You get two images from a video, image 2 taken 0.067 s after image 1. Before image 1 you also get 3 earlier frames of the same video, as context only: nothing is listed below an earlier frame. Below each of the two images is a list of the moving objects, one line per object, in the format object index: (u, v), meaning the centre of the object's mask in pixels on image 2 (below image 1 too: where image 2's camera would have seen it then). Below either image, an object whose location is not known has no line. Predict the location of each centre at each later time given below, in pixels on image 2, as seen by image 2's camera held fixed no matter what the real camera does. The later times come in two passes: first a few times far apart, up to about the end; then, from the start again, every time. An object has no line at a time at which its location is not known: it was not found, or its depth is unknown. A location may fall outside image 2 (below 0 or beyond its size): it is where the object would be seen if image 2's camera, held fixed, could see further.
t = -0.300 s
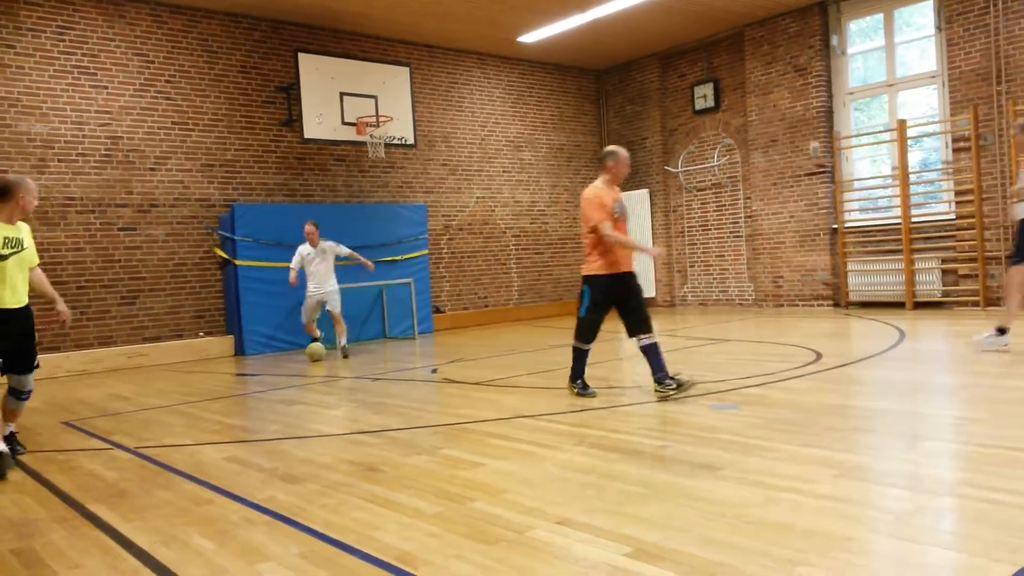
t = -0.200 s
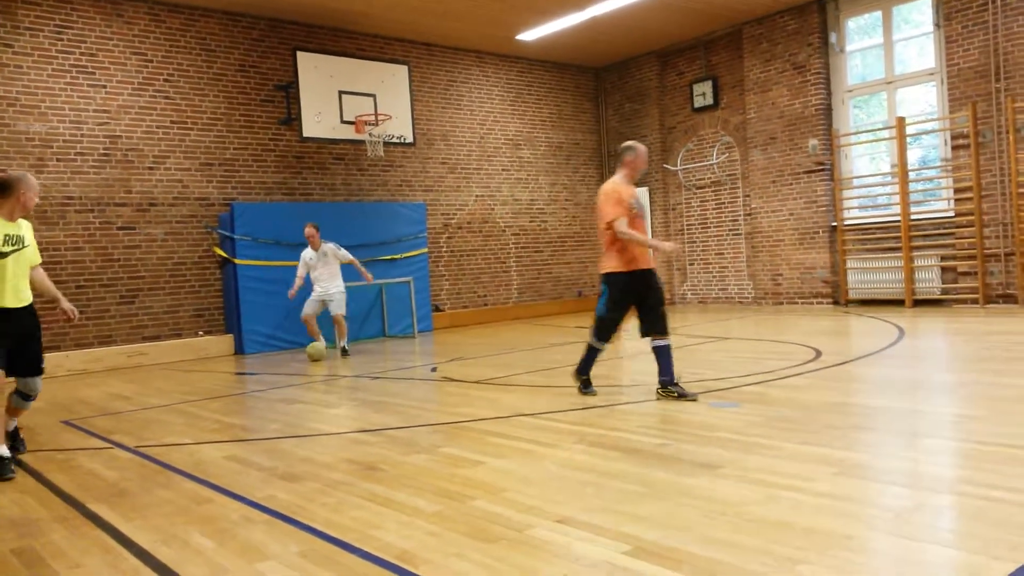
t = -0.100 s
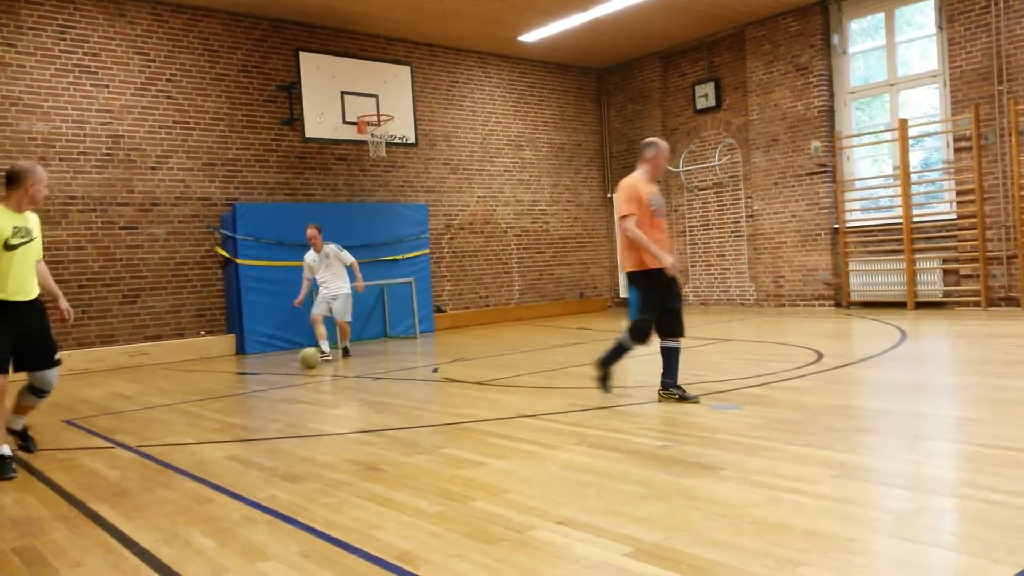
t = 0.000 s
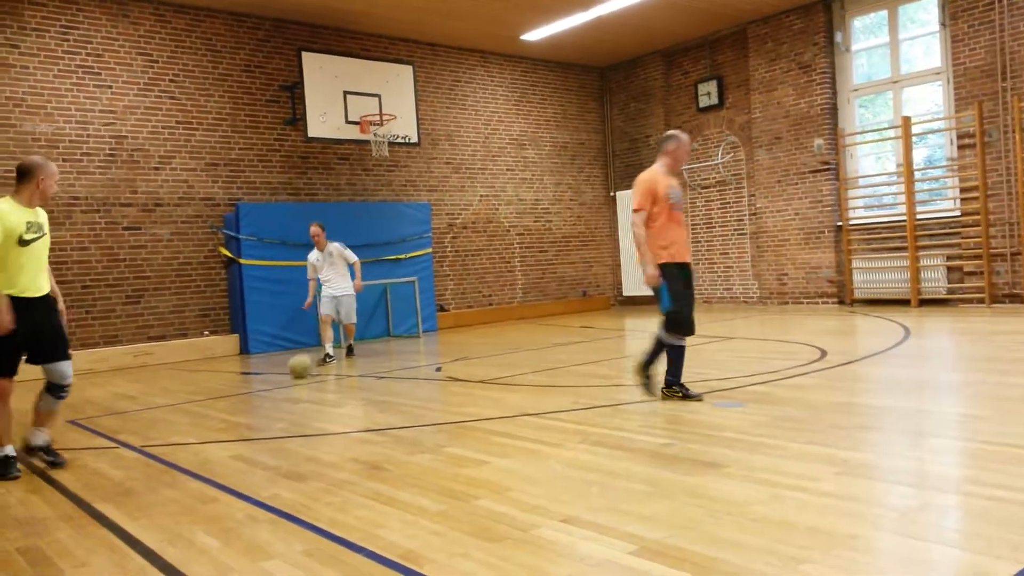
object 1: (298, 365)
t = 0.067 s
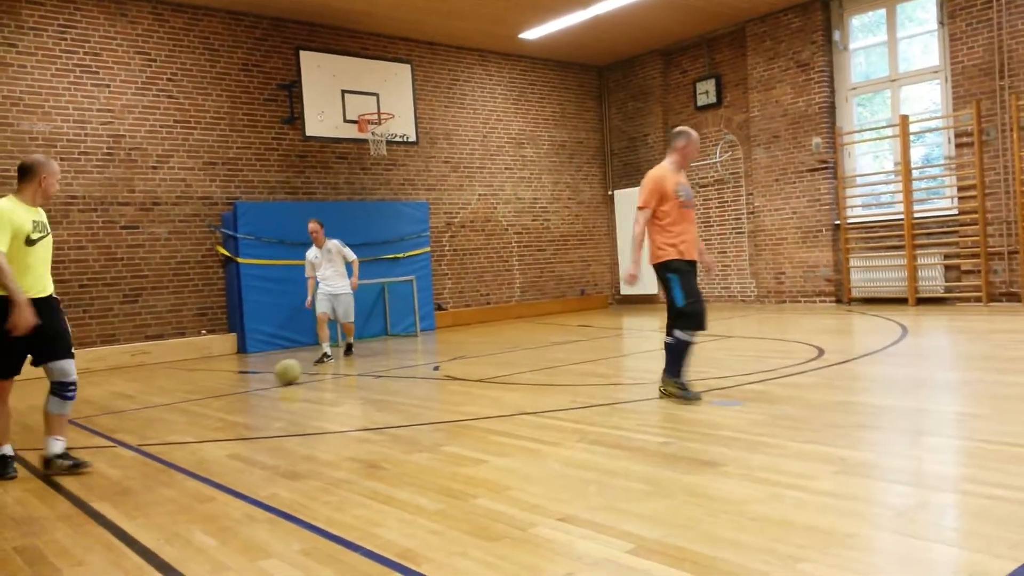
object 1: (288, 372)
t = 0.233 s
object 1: (259, 392)
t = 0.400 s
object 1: (220, 420)
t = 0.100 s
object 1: (283, 375)
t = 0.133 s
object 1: (278, 380)
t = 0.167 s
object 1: (272, 383)
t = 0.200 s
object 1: (265, 388)
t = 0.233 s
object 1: (259, 392)
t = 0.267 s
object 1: (252, 397)
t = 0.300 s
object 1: (244, 402)
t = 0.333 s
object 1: (236, 409)
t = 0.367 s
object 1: (229, 413)
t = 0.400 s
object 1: (220, 420)
